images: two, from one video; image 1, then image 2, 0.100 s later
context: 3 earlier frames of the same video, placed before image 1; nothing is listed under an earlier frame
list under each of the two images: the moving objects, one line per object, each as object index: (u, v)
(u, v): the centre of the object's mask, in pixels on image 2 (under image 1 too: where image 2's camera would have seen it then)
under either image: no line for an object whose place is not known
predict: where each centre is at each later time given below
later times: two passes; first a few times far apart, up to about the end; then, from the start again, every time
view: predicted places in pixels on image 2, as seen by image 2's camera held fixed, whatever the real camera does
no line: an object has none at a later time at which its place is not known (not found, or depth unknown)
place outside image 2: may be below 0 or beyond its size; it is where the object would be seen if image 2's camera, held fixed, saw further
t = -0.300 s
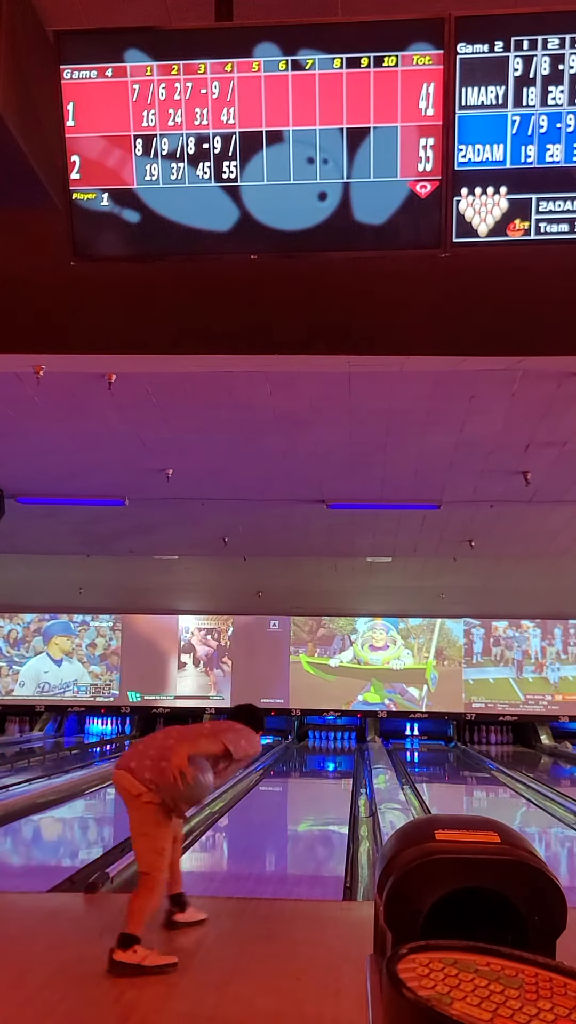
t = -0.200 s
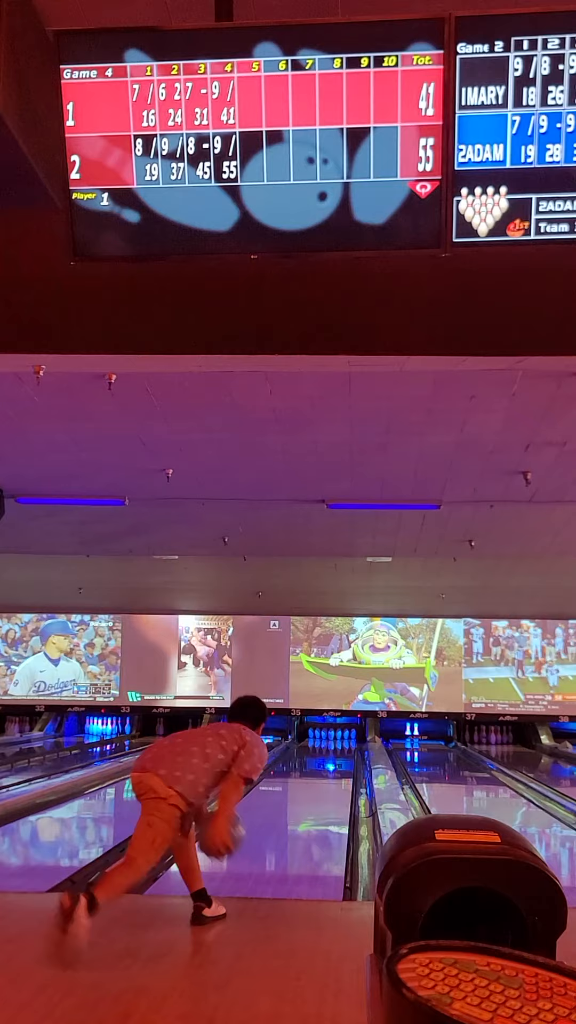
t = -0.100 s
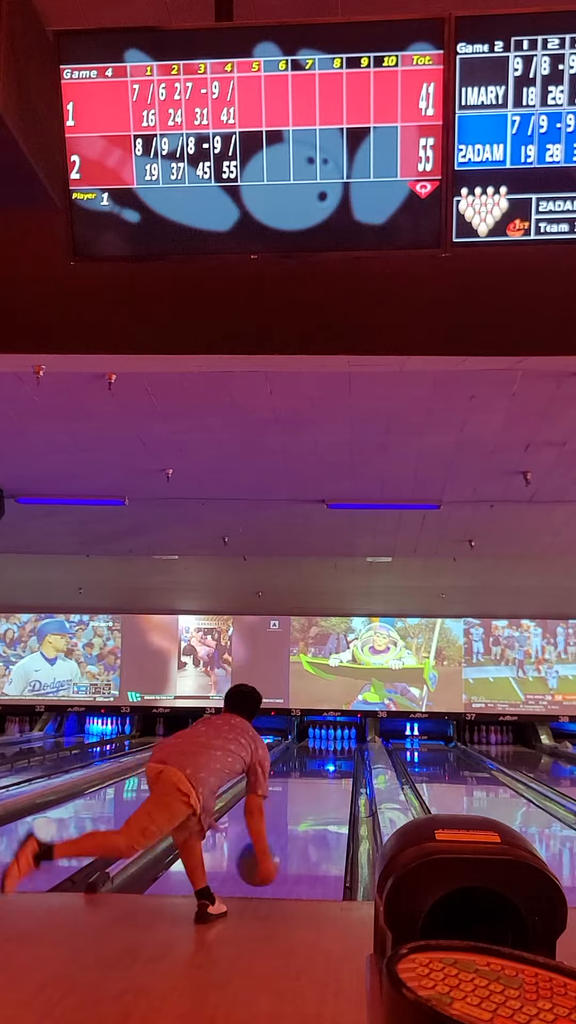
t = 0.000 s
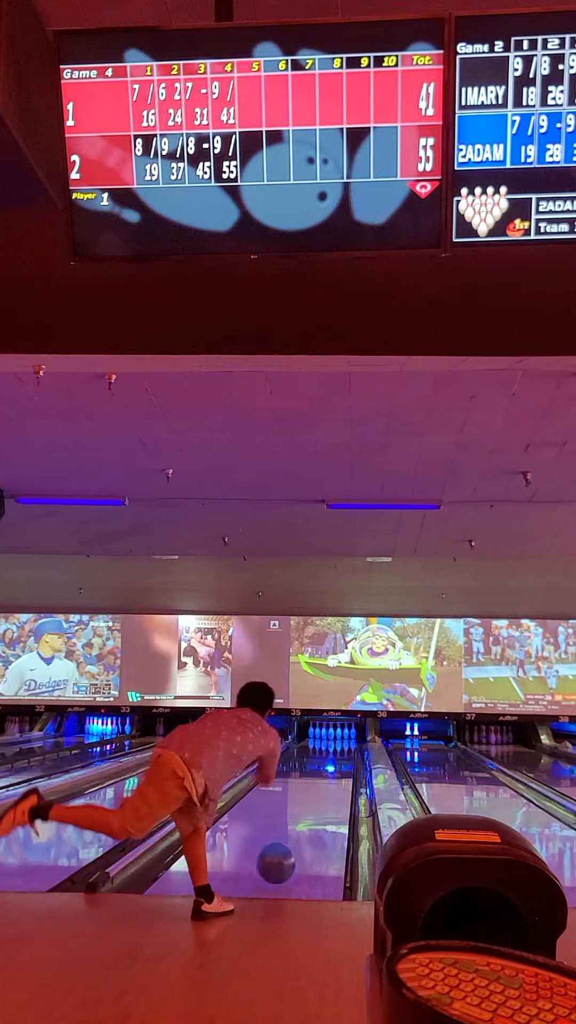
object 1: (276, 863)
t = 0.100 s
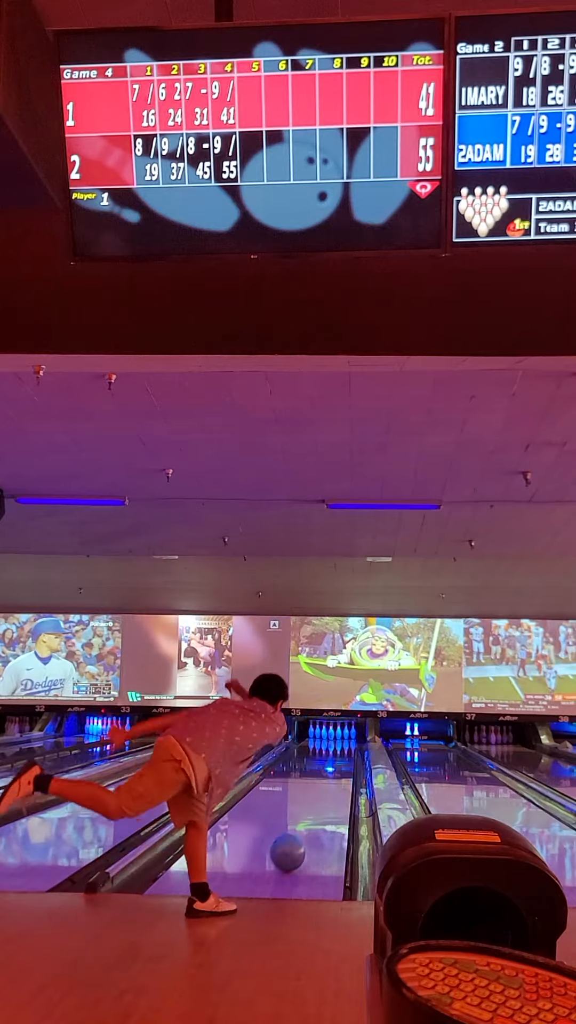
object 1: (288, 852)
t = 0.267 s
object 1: (302, 829)
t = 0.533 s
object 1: (319, 803)
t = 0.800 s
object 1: (329, 786)
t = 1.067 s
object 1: (336, 773)
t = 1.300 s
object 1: (340, 765)
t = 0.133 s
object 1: (291, 848)
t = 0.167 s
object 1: (294, 843)
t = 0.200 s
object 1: (297, 838)
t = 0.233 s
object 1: (299, 833)
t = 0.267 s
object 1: (302, 829)
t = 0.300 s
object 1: (305, 825)
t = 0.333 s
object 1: (307, 821)
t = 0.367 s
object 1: (309, 817)
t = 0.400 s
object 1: (311, 814)
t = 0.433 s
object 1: (313, 811)
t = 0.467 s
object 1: (315, 808)
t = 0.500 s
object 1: (317, 805)
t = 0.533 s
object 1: (319, 803)
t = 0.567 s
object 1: (320, 800)
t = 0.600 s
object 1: (321, 798)
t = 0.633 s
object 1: (323, 796)
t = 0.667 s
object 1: (324, 794)
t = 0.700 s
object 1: (325, 792)
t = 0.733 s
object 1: (326, 790)
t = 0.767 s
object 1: (328, 788)
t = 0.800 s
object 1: (329, 786)
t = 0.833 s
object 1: (330, 784)
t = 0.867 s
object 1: (331, 782)
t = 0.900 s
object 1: (332, 781)
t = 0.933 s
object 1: (333, 779)
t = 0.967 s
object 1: (334, 778)
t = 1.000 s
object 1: (335, 776)
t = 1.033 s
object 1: (335, 774)
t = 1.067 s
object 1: (336, 773)
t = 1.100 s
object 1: (337, 772)
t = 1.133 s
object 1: (337, 771)
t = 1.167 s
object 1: (338, 769)
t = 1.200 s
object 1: (339, 769)
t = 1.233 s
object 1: (339, 767)
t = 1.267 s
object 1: (340, 766)
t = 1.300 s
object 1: (340, 765)
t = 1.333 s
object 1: (340, 763)
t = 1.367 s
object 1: (341, 763)
